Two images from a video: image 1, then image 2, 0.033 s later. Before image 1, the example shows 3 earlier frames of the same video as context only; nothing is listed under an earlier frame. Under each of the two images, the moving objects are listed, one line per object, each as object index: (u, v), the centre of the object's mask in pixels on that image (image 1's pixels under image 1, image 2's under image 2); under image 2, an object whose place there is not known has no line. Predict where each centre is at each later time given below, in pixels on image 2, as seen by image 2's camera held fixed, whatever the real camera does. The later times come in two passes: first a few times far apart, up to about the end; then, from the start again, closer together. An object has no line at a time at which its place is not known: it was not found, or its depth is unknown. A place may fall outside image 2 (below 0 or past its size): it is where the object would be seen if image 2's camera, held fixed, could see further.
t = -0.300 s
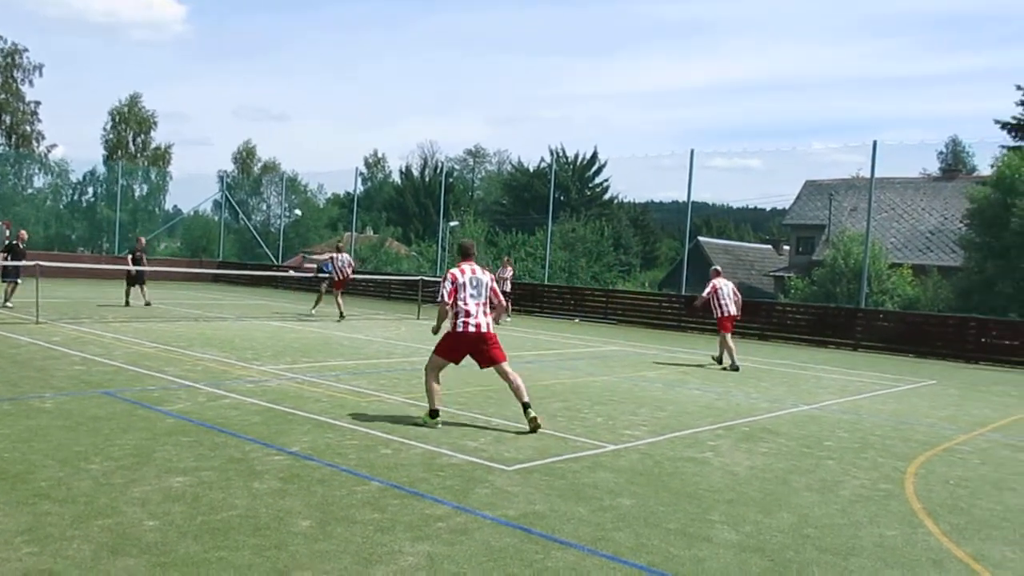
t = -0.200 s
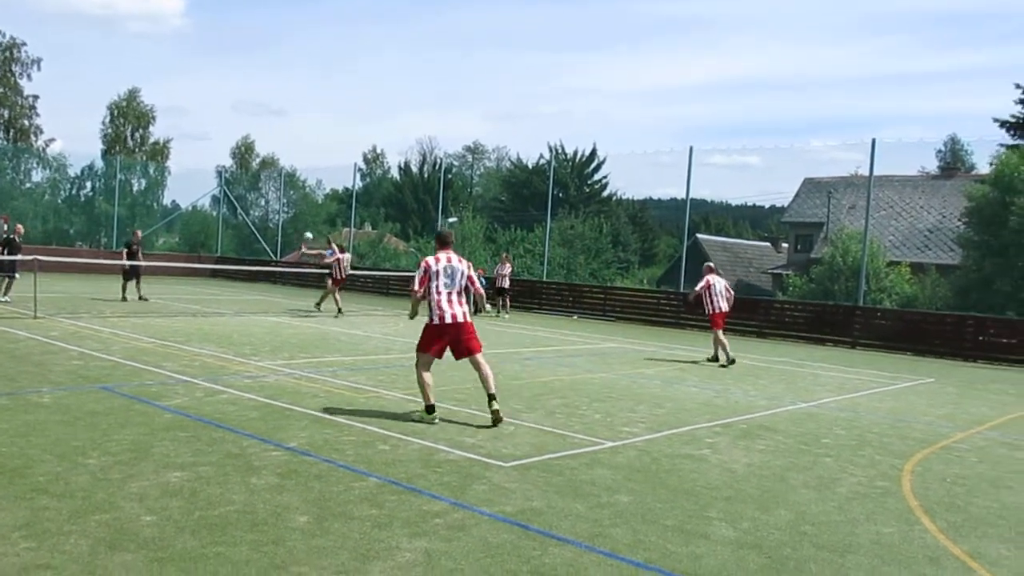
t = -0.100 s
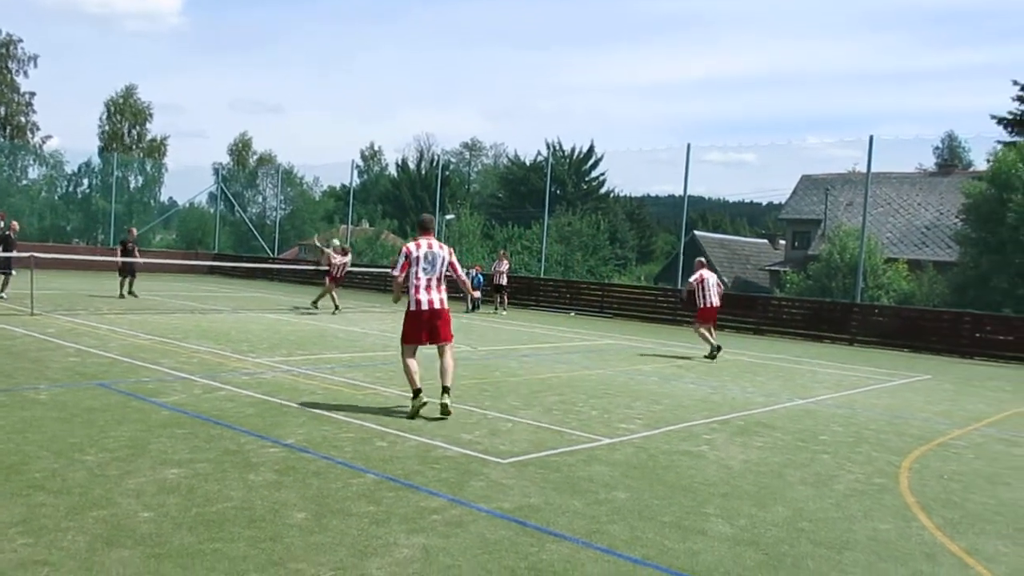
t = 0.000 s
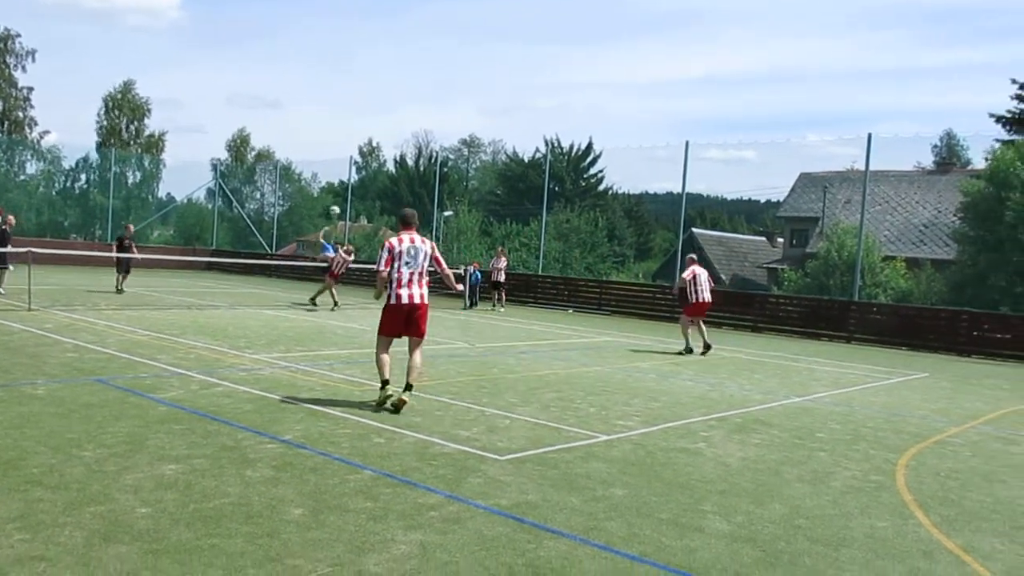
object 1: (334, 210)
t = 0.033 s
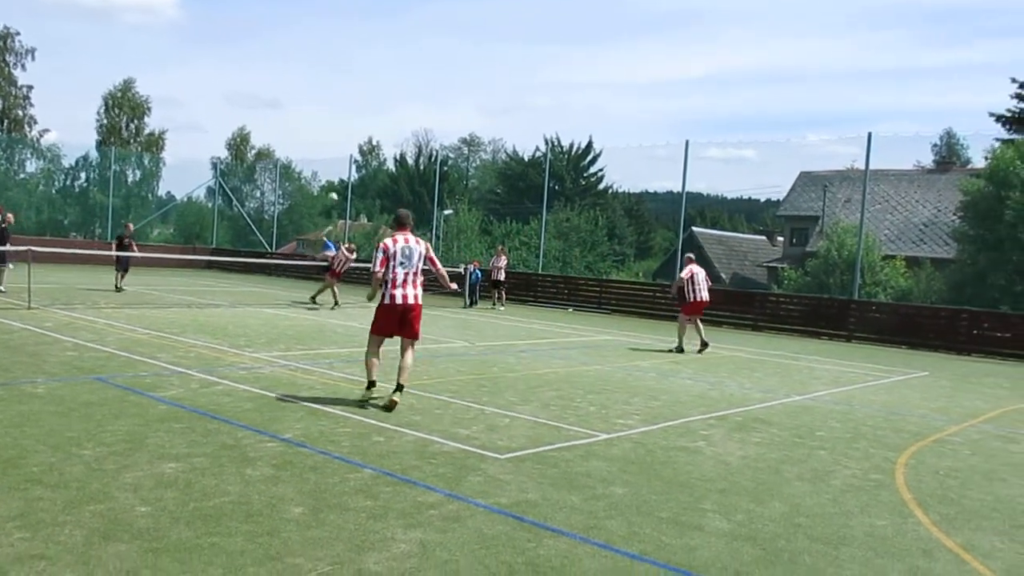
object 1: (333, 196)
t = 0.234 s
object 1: (319, 135)
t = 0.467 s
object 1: (300, 82)
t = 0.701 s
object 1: (279, 52)
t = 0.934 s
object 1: (254, 51)
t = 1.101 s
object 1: (232, 71)
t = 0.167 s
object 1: (322, 155)
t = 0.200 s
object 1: (321, 144)
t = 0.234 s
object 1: (319, 135)
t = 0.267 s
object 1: (316, 126)
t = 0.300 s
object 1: (313, 118)
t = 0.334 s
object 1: (311, 110)
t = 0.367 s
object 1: (308, 102)
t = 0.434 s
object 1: (303, 88)
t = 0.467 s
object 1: (300, 82)
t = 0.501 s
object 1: (298, 75)
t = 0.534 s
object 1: (295, 70)
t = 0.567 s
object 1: (291, 66)
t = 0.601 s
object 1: (288, 62)
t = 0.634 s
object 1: (285, 58)
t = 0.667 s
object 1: (282, 54)
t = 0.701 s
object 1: (279, 52)
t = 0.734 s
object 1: (275, 51)
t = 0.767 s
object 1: (272, 48)
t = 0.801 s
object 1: (269, 48)
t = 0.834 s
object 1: (265, 48)
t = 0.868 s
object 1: (261, 48)
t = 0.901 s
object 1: (258, 50)
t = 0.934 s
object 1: (254, 51)
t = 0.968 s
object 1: (249, 54)
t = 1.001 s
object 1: (245, 57)
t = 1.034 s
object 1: (241, 61)
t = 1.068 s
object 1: (236, 66)
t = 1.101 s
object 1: (232, 71)
